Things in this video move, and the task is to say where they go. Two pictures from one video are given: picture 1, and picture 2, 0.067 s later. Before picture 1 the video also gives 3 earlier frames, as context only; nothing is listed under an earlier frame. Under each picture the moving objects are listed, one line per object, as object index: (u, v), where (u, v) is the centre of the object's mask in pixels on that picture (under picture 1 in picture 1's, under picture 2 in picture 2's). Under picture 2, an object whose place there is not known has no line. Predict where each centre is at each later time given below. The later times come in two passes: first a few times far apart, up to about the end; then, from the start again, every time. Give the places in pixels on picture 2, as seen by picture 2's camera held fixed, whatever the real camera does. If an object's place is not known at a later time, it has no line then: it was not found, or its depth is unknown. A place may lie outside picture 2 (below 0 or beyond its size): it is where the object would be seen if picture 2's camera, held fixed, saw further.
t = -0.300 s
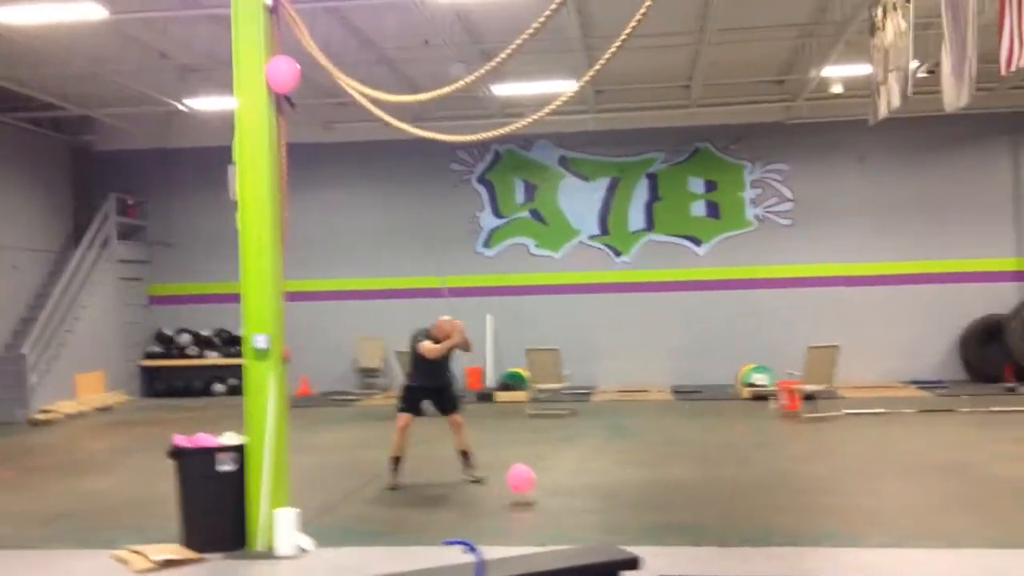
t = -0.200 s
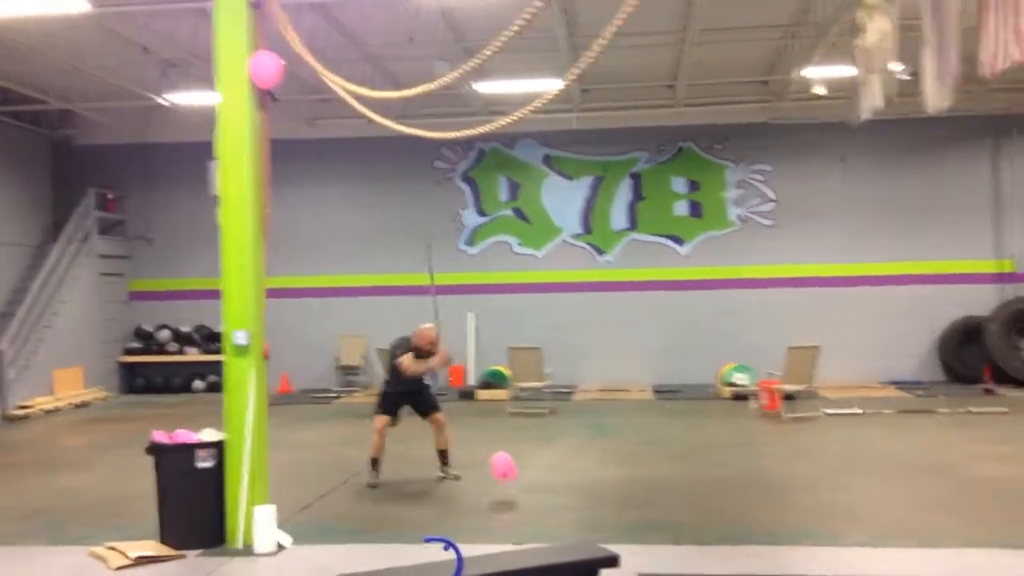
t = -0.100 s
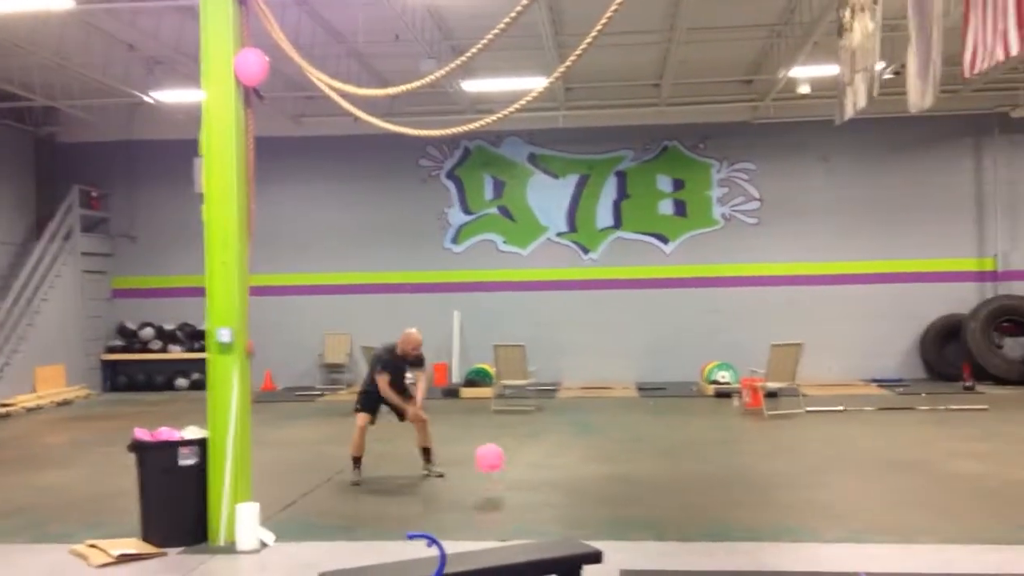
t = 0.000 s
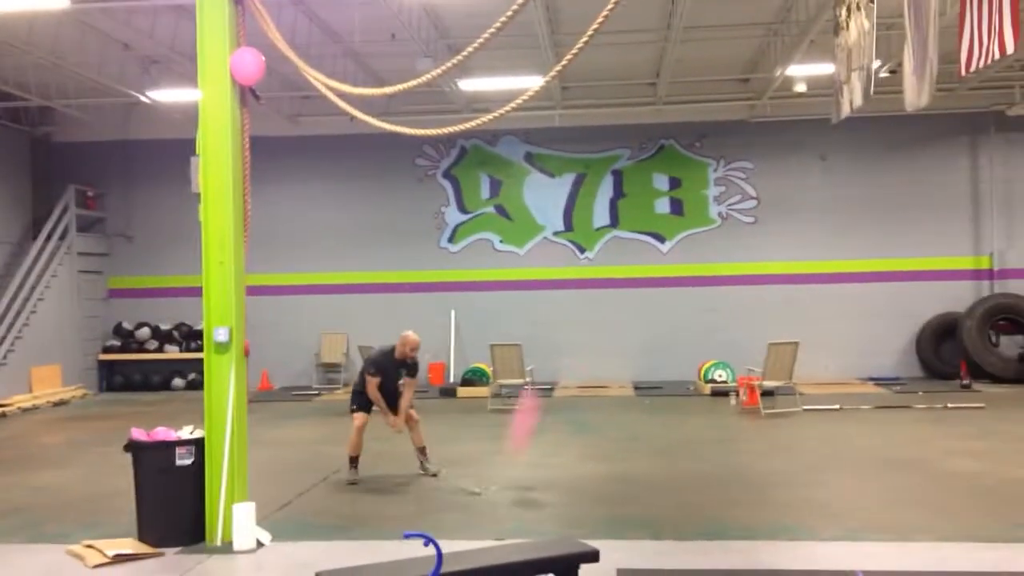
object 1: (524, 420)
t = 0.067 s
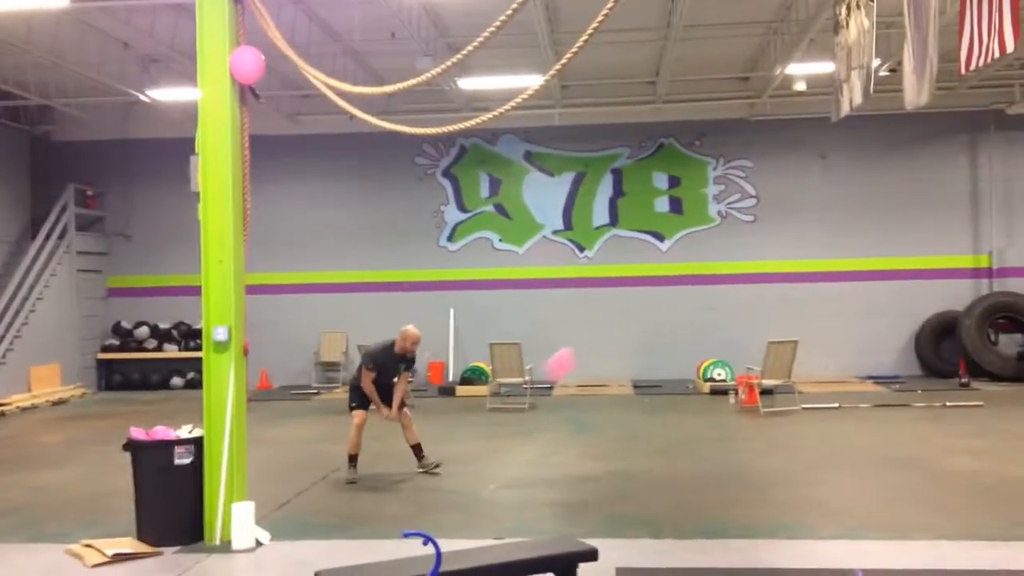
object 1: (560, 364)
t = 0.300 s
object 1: (632, 353)
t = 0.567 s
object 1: (668, 385)
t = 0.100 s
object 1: (576, 351)
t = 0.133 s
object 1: (589, 347)
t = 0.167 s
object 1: (601, 346)
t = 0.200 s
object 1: (610, 347)
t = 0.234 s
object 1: (618, 348)
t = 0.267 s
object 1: (627, 350)
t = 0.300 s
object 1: (632, 353)
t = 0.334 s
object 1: (639, 355)
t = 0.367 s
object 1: (645, 359)
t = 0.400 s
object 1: (650, 364)
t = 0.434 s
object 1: (655, 369)
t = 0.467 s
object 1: (658, 372)
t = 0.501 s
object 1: (661, 377)
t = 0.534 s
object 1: (665, 381)
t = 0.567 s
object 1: (668, 385)
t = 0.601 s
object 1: (671, 391)
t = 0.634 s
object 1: (674, 396)
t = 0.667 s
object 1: (676, 401)
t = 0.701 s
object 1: (678, 405)
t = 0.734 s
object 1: (680, 410)
